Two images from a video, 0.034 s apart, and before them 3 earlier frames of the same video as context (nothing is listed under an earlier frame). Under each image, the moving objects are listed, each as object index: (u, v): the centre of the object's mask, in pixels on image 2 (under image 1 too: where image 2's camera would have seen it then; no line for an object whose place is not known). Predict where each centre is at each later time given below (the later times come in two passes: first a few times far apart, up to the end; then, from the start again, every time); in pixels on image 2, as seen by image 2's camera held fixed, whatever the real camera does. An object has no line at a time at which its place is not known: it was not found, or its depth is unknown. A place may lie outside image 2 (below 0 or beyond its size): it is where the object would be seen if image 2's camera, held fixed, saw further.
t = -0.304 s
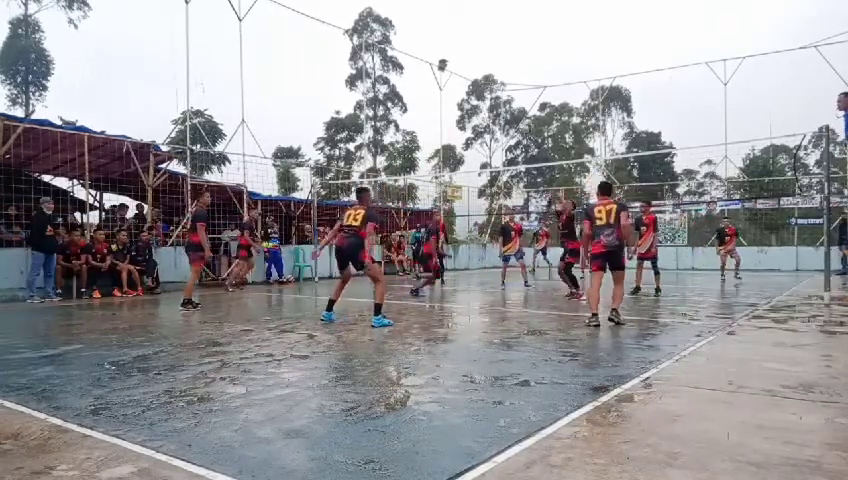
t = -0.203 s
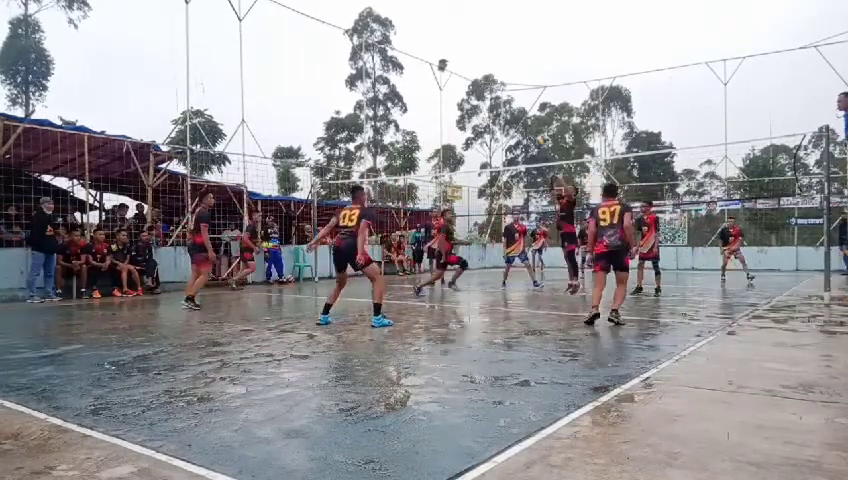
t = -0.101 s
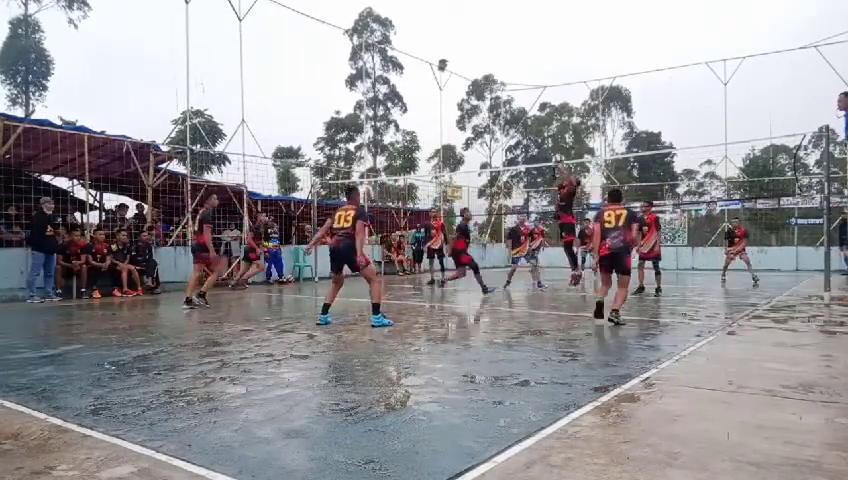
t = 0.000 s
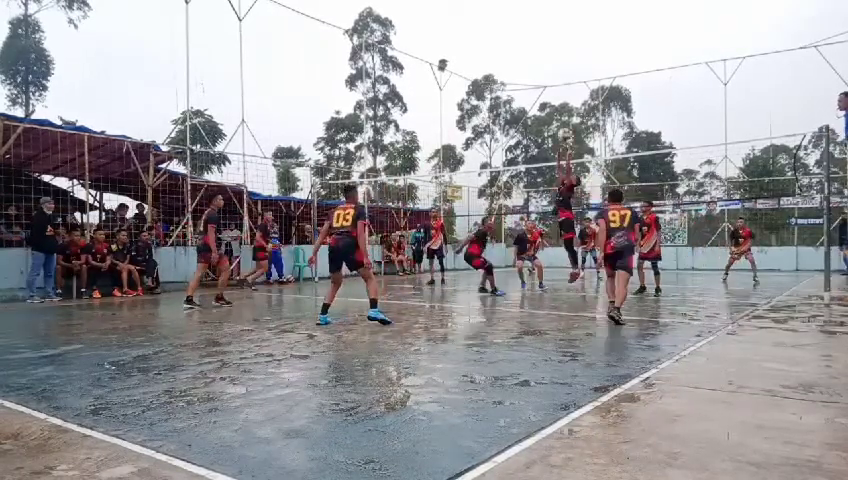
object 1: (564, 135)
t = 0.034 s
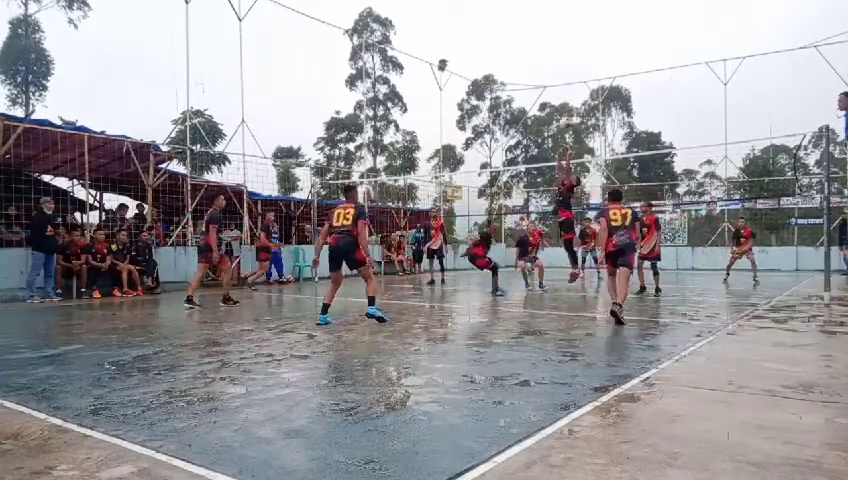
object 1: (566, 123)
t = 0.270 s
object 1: (577, 64)
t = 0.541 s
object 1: (590, 37)
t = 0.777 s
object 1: (600, 51)
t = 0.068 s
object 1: (567, 112)
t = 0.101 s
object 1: (572, 105)
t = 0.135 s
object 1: (571, 95)
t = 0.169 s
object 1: (572, 85)
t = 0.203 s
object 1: (574, 78)
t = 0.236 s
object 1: (575, 71)
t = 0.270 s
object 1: (577, 64)
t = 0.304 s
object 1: (578, 58)
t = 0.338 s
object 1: (580, 53)
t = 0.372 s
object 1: (581, 49)
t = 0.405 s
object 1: (583, 45)
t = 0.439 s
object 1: (584, 42)
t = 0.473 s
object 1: (586, 40)
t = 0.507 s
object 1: (588, 39)
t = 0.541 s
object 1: (590, 37)
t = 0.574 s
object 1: (591, 37)
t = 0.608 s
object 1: (593, 37)
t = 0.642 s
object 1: (594, 39)
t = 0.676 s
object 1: (596, 40)
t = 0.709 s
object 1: (597, 43)
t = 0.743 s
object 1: (598, 47)
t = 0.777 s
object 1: (600, 51)
